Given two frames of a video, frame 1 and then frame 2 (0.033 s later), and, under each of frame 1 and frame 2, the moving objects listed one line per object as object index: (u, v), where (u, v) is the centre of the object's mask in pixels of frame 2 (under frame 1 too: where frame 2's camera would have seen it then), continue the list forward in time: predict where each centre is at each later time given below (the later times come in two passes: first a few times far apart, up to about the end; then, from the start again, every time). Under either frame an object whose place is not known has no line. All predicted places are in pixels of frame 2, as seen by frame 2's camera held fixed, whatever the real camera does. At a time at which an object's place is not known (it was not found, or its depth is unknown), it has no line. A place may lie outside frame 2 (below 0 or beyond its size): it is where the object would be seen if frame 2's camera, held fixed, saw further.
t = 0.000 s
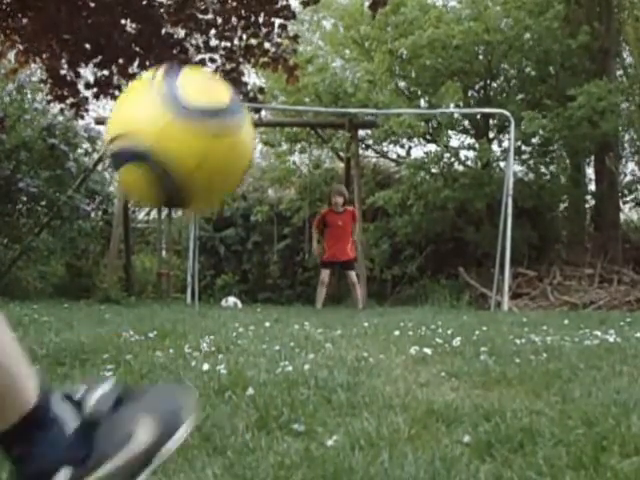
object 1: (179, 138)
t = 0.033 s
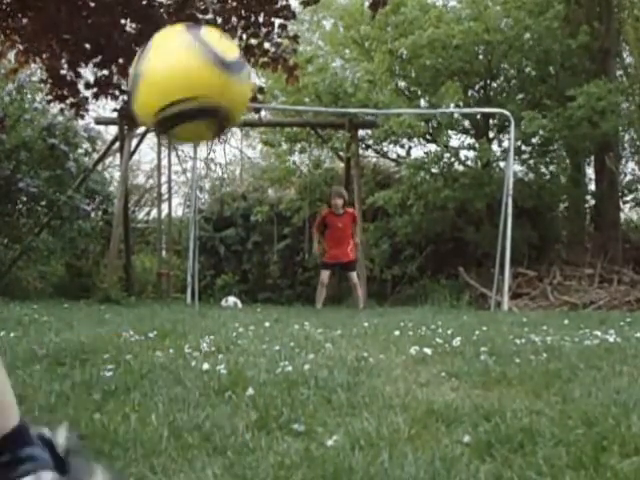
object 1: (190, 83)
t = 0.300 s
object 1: (189, 18)
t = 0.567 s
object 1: (163, 90)
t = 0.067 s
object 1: (195, 50)
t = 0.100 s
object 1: (196, 35)
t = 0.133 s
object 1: (195, 26)
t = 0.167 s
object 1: (193, 21)
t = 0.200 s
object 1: (194, 18)
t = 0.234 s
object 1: (192, 18)
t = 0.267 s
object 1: (191, 18)
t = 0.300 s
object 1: (189, 18)
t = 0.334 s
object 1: (186, 23)
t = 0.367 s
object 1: (184, 30)
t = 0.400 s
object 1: (181, 38)
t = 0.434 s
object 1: (177, 46)
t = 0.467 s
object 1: (175, 56)
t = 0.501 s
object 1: (172, 67)
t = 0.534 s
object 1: (167, 79)
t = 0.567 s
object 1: (163, 90)
